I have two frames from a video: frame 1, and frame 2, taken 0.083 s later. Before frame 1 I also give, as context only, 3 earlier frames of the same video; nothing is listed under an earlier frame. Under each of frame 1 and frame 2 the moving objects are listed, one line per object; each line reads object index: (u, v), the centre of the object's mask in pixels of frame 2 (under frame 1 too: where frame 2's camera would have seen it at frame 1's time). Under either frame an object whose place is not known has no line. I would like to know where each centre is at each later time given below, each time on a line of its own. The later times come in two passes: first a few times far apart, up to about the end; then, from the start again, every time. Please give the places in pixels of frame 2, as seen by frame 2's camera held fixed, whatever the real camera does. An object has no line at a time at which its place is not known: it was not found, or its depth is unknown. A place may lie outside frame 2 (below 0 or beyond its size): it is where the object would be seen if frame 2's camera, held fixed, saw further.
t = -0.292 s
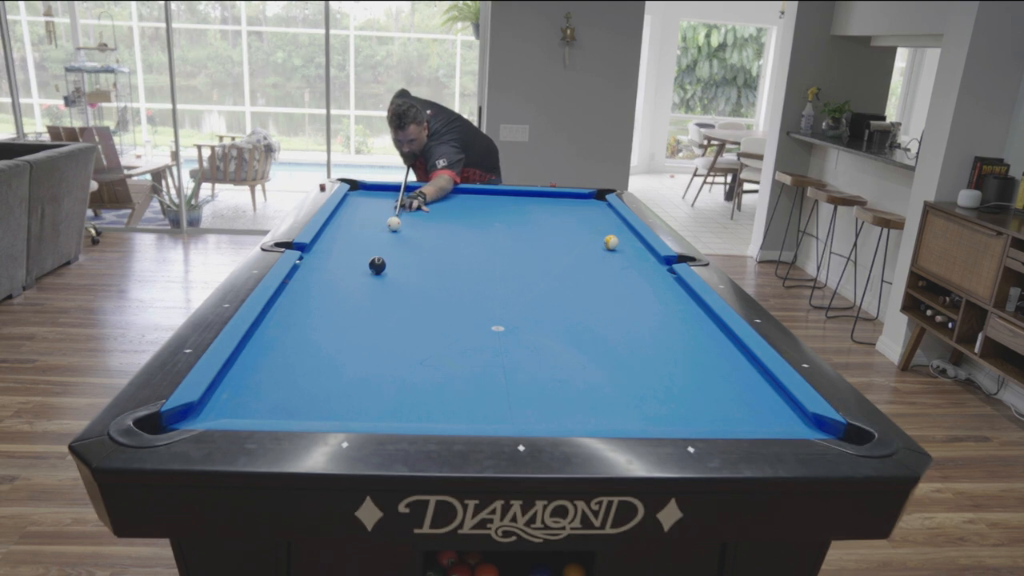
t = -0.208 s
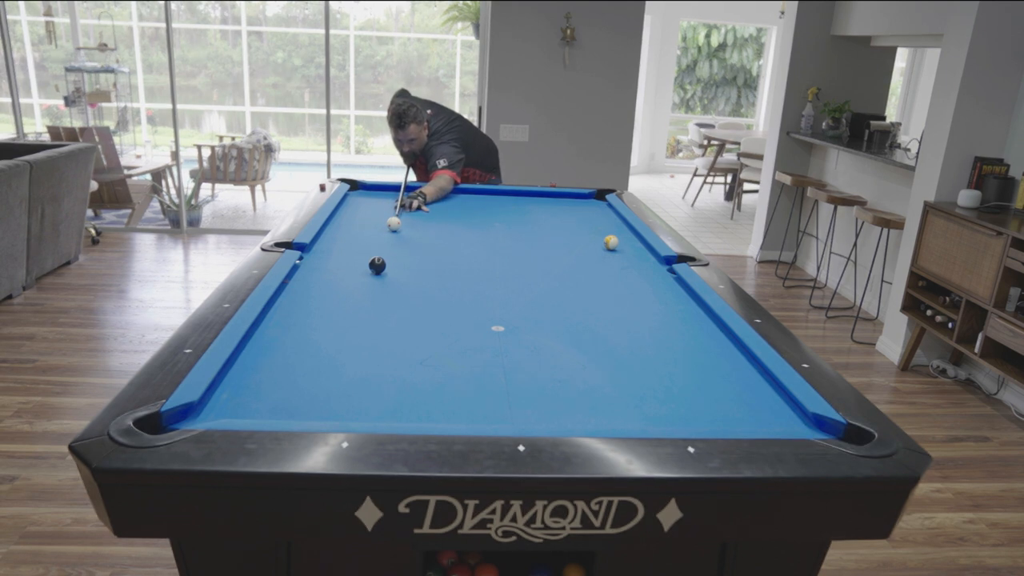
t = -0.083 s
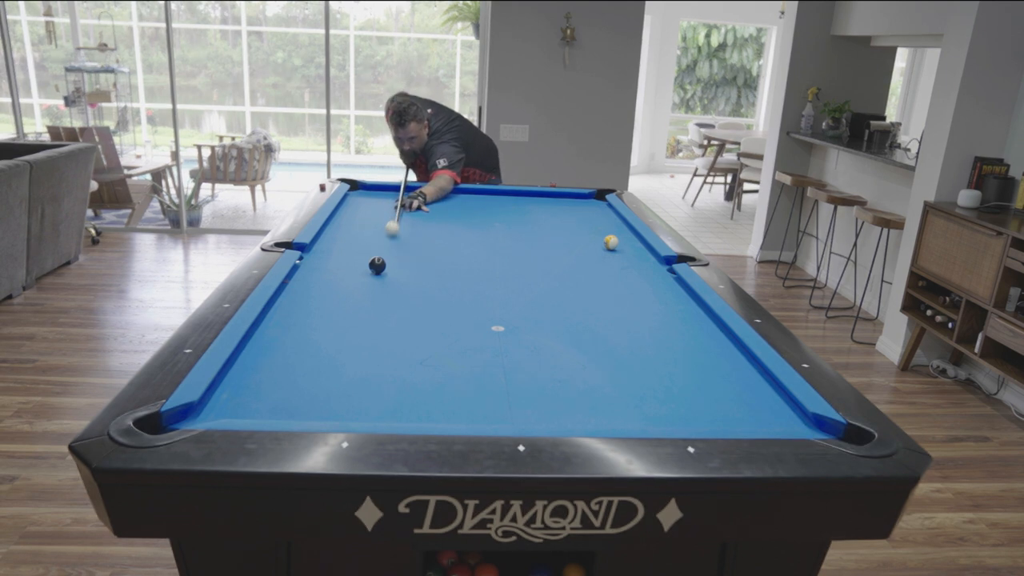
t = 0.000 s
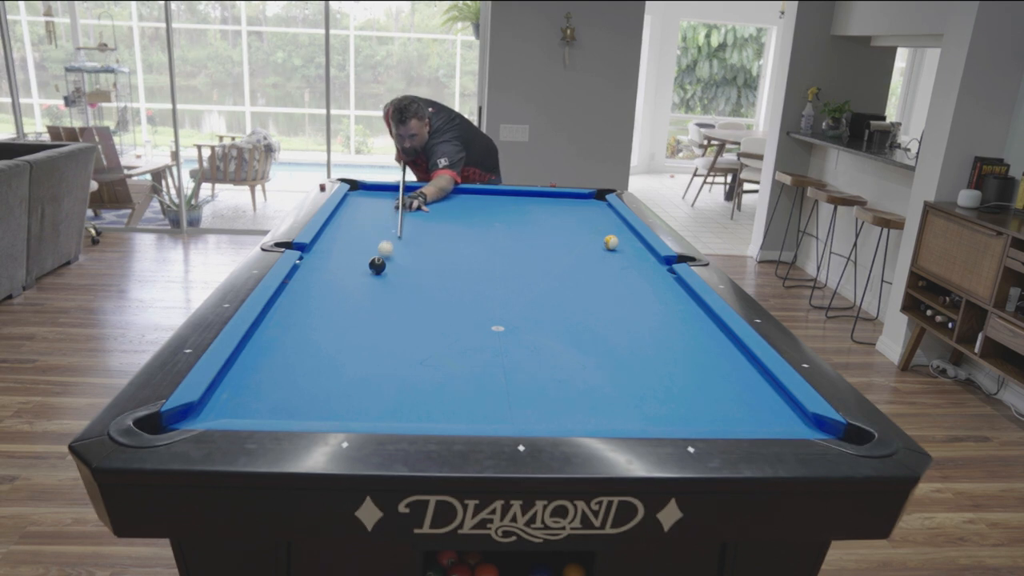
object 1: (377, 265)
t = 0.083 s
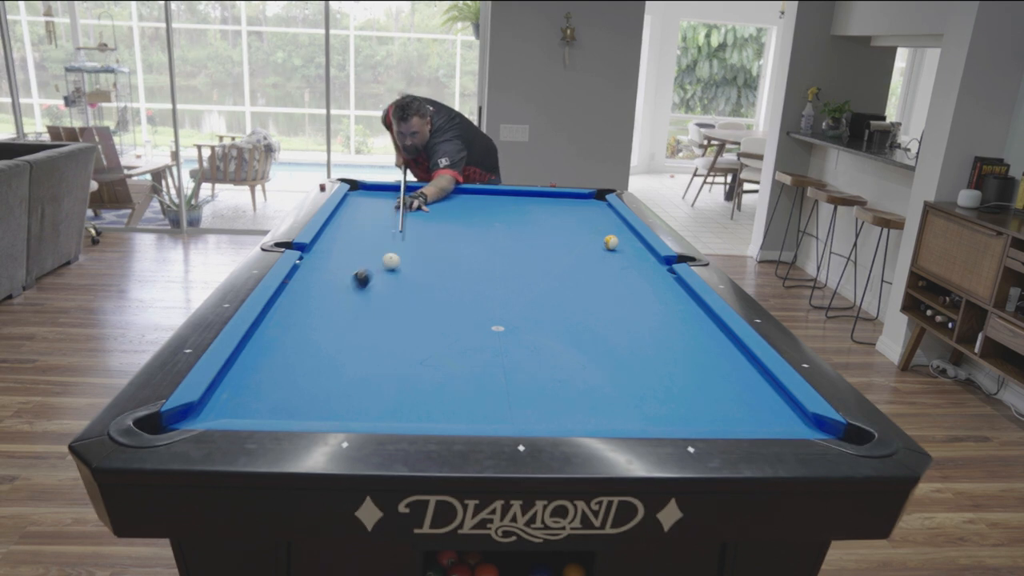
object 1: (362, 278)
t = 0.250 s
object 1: (294, 336)
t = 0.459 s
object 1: (172, 424)
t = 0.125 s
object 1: (346, 291)
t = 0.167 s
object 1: (330, 305)
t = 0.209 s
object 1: (313, 320)
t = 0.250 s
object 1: (294, 336)
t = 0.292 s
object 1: (274, 353)
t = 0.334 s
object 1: (253, 372)
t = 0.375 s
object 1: (230, 391)
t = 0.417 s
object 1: (206, 409)
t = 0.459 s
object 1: (172, 424)
